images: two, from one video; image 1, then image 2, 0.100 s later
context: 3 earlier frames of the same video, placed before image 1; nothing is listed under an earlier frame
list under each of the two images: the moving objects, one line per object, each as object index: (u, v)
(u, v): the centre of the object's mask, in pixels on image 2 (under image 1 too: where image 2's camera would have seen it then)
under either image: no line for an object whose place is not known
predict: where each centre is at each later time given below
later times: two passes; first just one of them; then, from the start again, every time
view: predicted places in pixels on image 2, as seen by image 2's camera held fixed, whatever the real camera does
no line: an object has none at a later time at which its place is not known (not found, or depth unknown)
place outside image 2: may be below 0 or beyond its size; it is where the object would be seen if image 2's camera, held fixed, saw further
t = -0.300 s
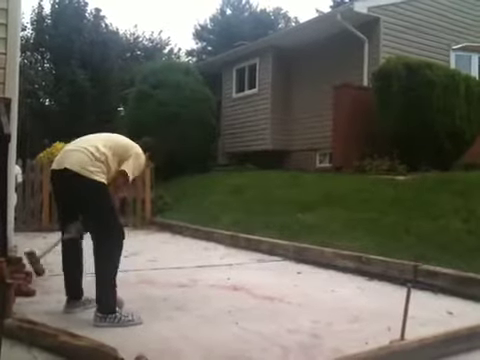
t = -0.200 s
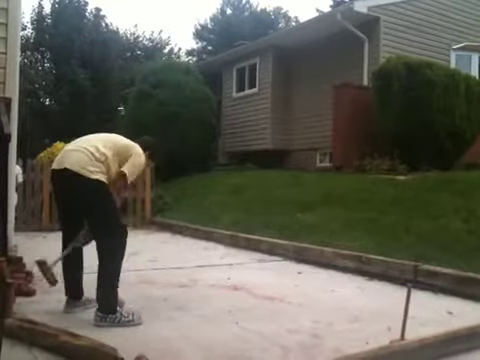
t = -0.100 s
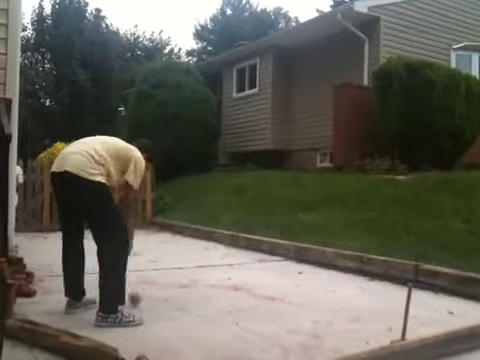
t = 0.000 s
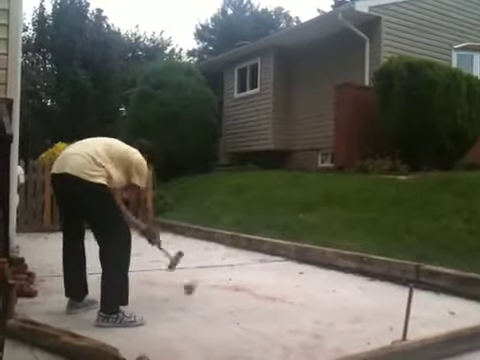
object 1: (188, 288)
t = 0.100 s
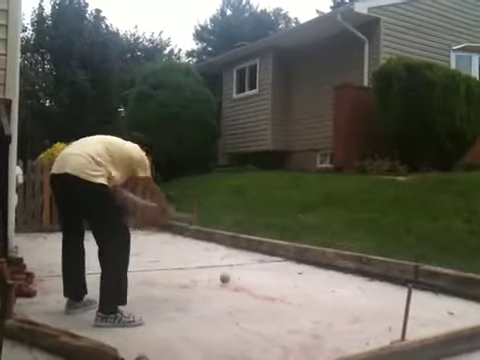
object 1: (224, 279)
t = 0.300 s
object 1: (276, 266)
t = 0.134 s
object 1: (235, 276)
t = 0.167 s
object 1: (244, 273)
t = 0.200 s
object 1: (253, 270)
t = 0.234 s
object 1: (261, 269)
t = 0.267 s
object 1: (268, 268)
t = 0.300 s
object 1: (276, 266)
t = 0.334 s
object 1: (283, 263)
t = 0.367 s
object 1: (290, 261)
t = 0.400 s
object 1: (297, 261)
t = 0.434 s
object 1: (301, 259)
